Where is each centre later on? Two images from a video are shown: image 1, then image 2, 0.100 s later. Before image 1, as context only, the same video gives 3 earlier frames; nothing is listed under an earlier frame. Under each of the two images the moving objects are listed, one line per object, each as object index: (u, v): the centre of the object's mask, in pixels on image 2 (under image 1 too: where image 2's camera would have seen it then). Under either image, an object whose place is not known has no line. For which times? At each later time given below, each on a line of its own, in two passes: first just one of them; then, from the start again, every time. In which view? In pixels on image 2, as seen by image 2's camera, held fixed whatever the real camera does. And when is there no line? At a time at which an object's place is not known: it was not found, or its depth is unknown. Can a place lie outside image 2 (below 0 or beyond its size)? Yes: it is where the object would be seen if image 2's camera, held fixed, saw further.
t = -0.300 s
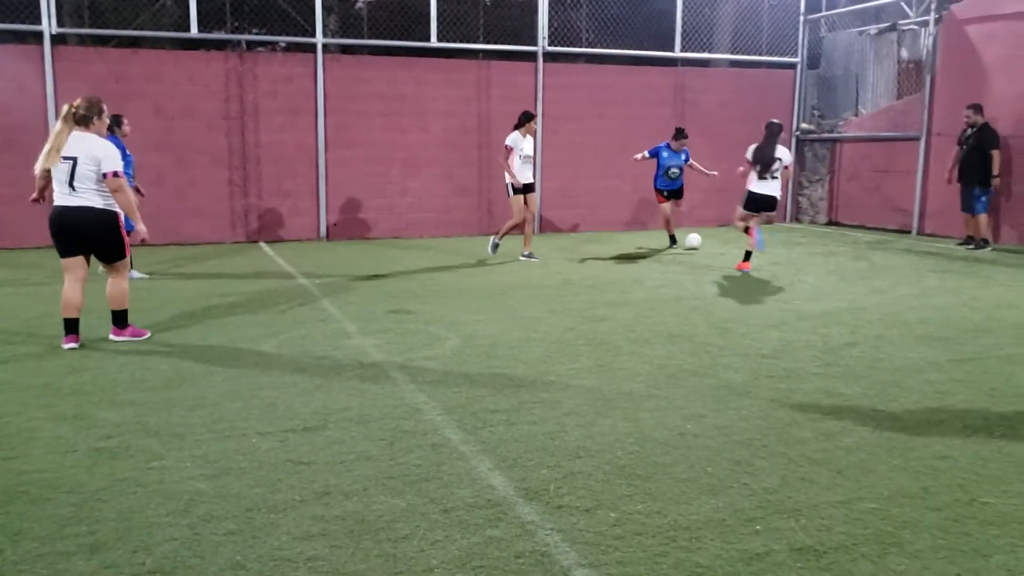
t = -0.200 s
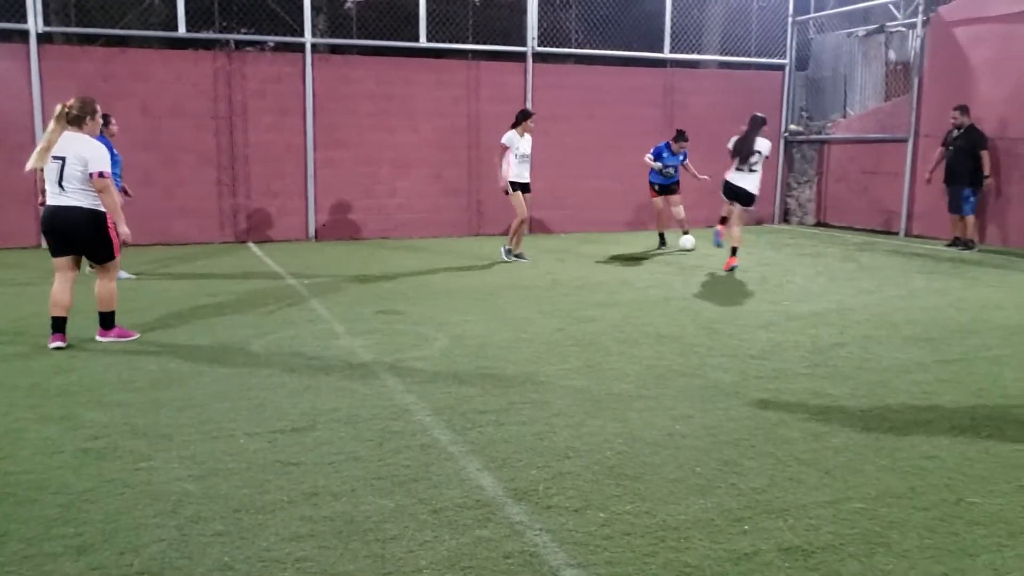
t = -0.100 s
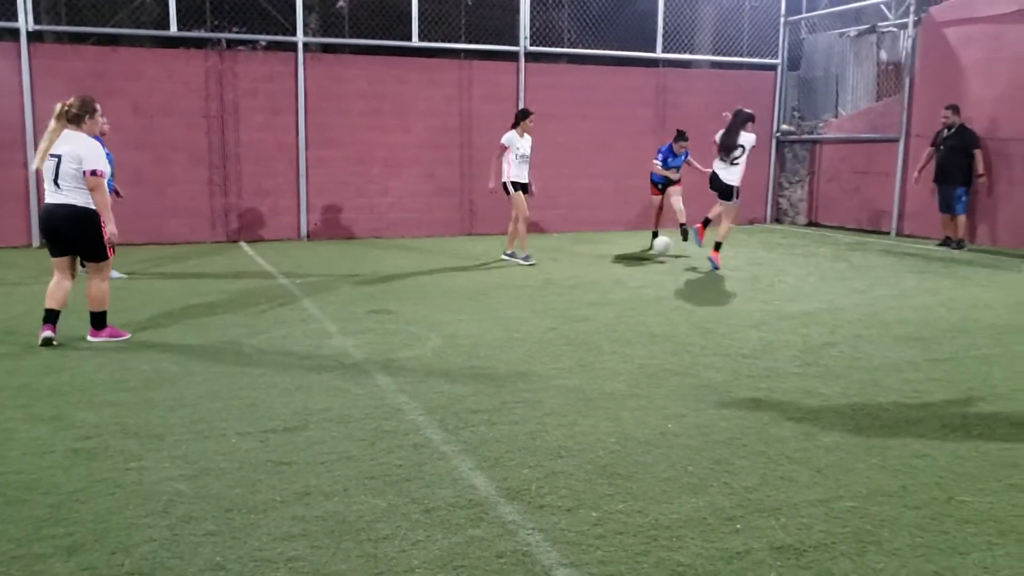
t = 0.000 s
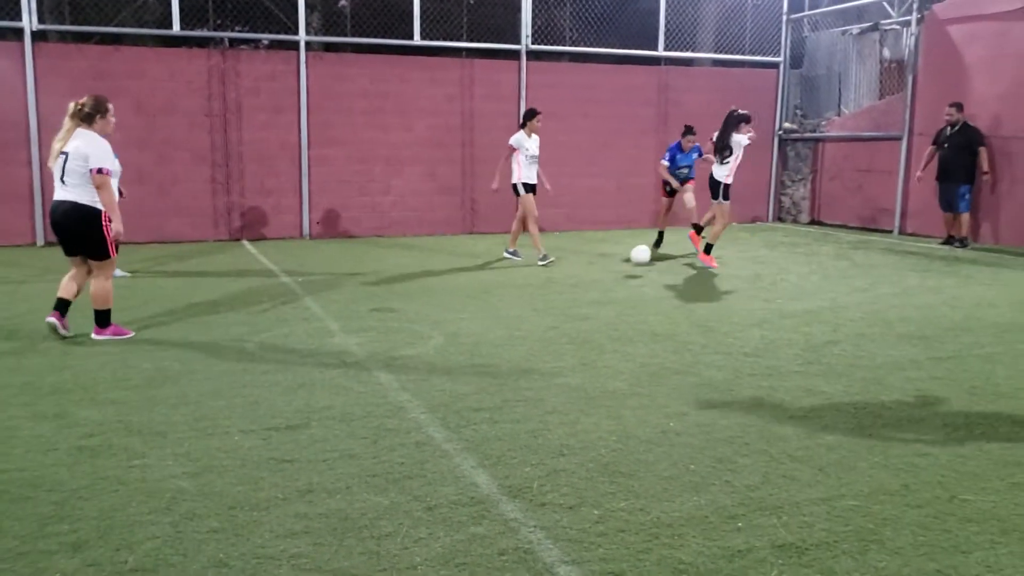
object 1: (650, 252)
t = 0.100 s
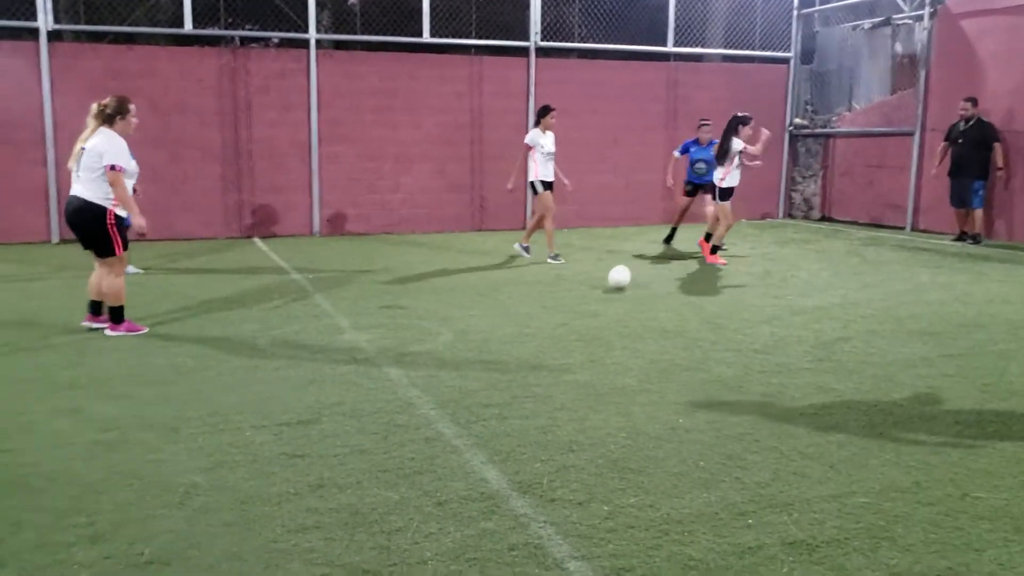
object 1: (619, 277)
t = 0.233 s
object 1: (566, 299)
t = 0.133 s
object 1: (608, 283)
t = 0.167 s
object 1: (595, 286)
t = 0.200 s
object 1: (581, 292)
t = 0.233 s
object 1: (566, 299)
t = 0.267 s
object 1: (550, 308)
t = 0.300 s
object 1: (533, 319)
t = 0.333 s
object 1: (514, 332)
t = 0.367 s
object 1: (495, 337)
